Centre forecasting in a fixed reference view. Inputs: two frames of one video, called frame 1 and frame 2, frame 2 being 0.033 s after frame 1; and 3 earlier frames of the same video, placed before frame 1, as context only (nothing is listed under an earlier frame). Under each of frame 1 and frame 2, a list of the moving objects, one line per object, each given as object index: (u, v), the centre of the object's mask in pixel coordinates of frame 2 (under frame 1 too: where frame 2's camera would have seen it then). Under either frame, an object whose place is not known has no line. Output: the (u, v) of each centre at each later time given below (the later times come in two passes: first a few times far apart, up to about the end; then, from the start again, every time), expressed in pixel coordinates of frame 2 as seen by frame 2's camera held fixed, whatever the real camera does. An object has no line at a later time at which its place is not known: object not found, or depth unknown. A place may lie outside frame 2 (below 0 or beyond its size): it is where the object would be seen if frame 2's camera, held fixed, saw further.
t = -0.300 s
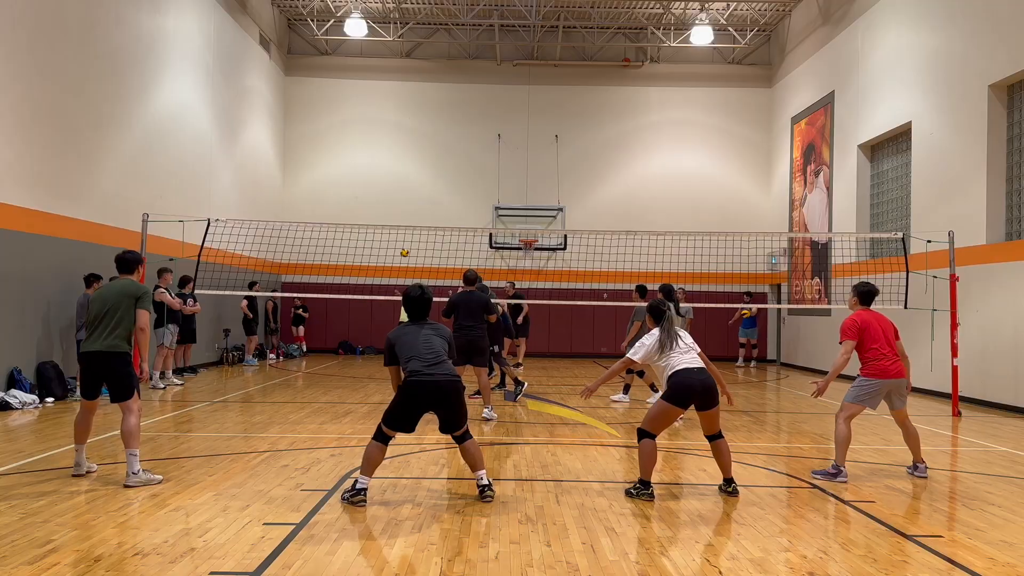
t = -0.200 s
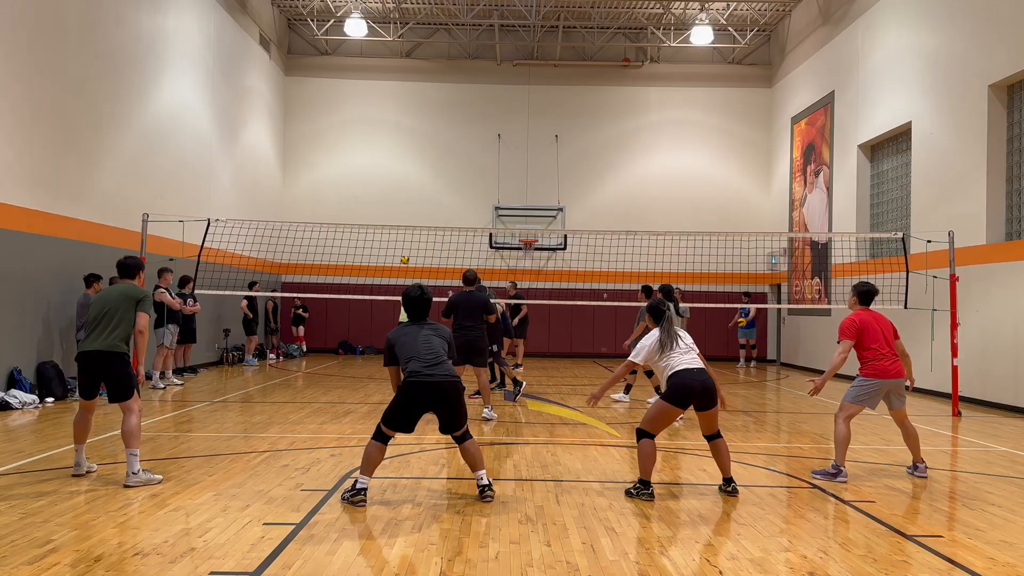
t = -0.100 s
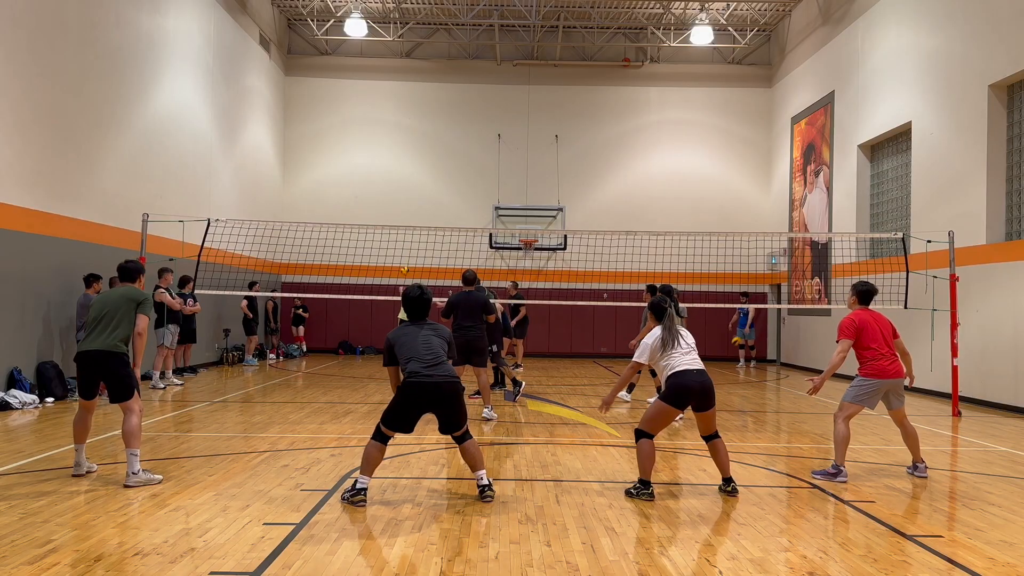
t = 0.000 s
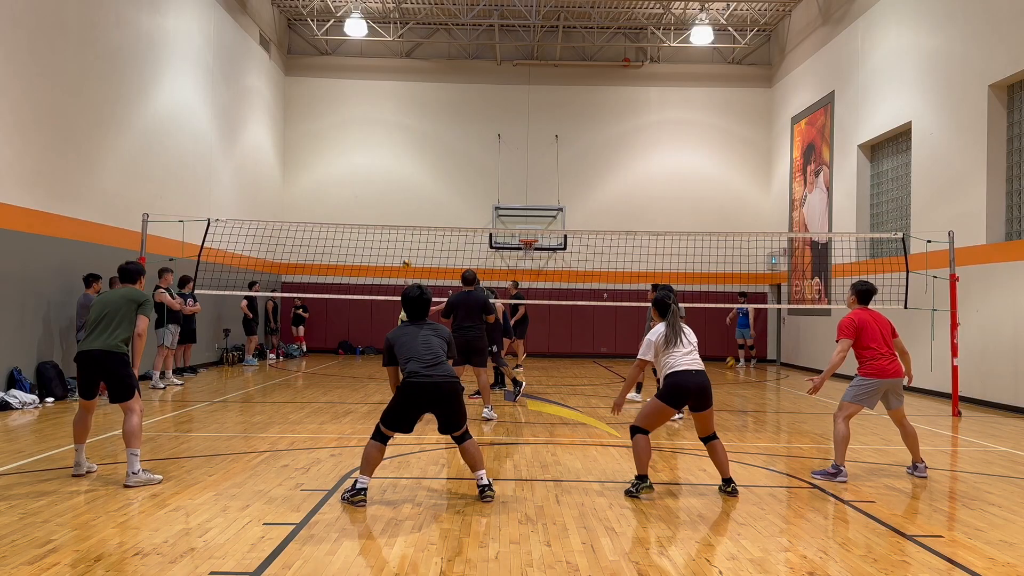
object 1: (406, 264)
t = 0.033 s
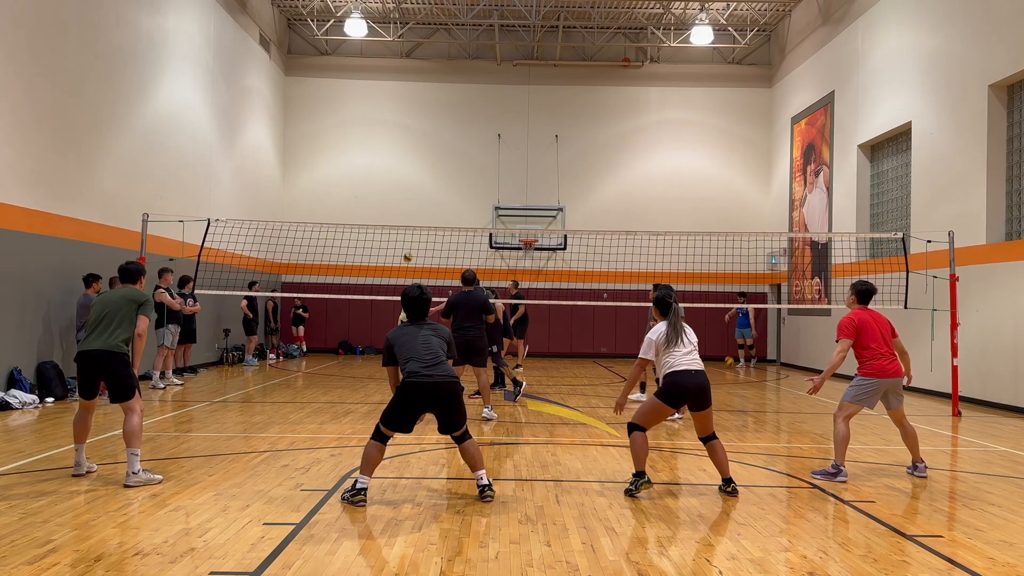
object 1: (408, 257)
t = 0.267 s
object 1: (415, 217)
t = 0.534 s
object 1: (426, 192)
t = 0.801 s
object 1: (439, 211)
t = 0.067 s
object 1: (409, 251)
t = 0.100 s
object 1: (410, 245)
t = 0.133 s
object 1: (411, 240)
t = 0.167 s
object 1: (411, 234)
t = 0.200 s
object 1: (413, 228)
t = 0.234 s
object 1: (414, 222)
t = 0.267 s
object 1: (415, 217)
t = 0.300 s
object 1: (416, 212)
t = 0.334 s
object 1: (417, 208)
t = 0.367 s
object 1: (419, 204)
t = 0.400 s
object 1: (420, 200)
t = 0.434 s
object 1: (421, 198)
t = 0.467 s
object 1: (423, 195)
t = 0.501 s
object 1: (424, 193)
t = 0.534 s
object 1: (426, 192)
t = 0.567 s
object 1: (428, 191)
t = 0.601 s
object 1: (429, 190)
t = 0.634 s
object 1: (431, 191)
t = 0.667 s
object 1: (432, 193)
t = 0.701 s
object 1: (434, 195)
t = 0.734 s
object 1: (436, 199)
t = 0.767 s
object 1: (437, 204)
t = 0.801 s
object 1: (439, 211)
